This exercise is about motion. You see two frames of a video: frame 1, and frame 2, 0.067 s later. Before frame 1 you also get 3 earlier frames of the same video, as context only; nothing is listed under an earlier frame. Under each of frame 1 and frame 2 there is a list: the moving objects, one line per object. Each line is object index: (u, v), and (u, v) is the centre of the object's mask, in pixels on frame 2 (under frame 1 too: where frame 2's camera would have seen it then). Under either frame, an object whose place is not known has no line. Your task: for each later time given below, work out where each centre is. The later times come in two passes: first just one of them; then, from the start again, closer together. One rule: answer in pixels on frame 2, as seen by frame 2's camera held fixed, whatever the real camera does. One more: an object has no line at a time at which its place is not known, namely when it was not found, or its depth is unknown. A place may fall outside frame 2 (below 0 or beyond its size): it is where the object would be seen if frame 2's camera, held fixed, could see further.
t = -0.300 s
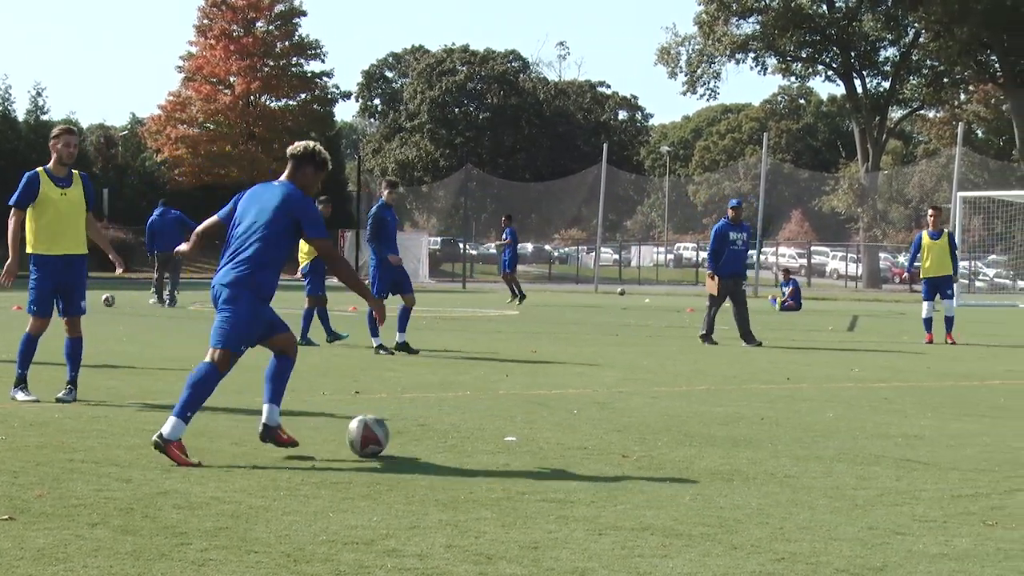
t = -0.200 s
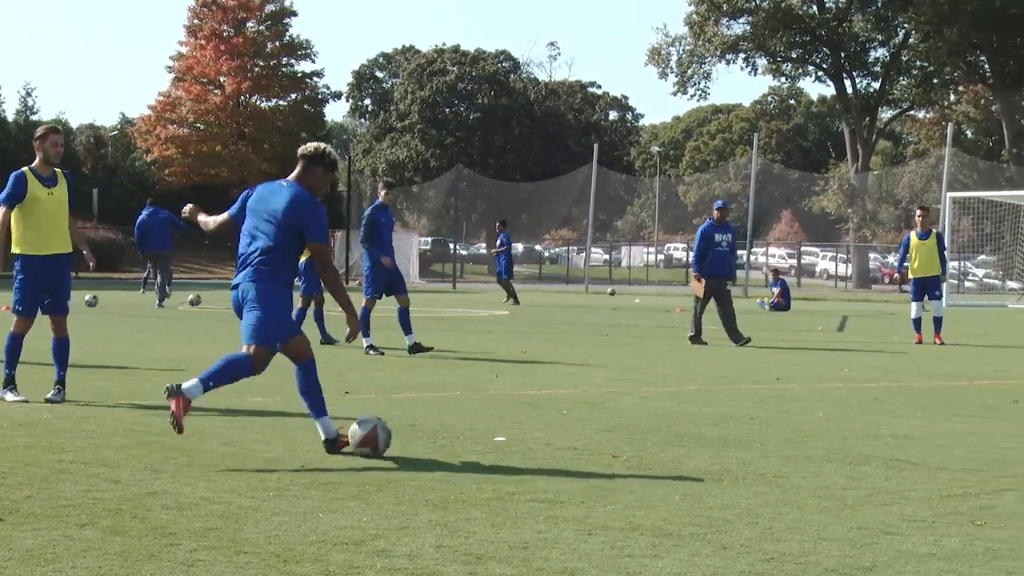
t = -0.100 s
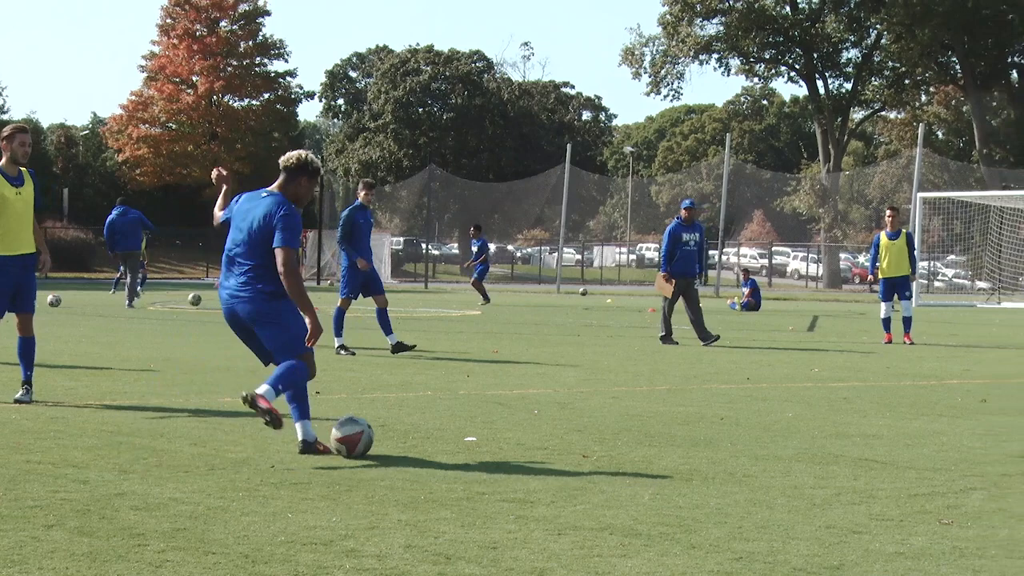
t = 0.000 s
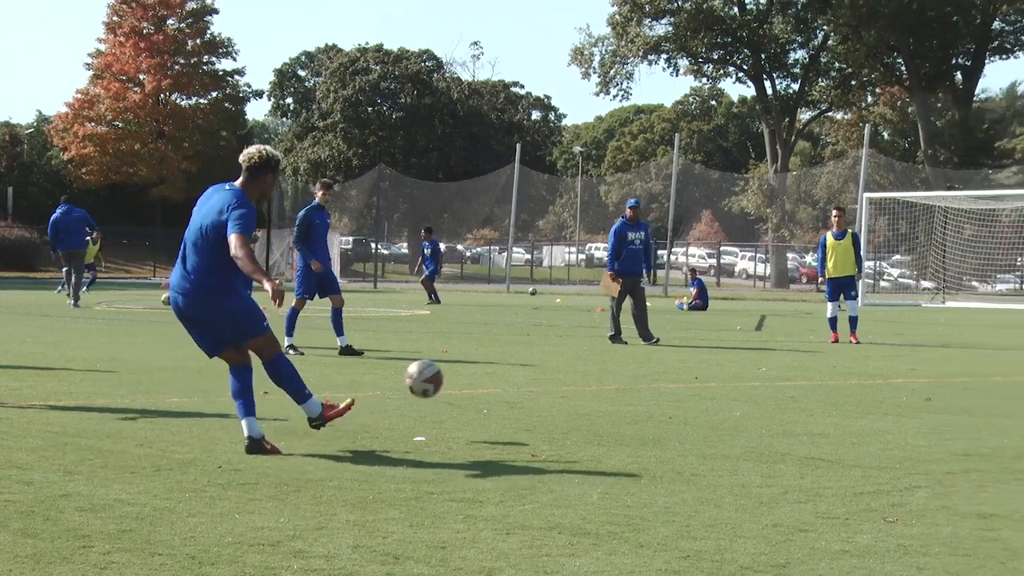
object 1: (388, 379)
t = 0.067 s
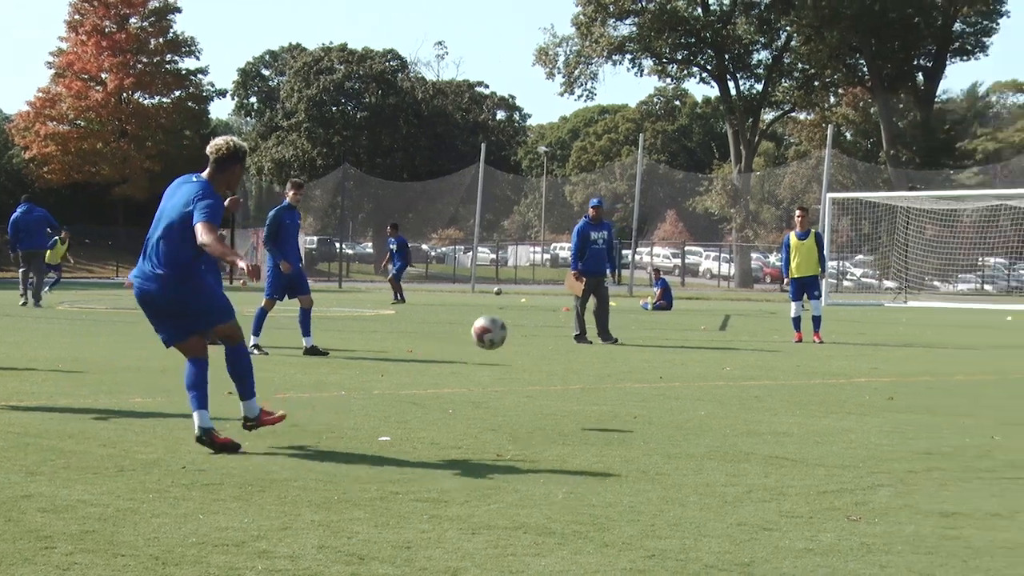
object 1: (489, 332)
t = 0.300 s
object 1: (693, 276)
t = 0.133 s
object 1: (566, 302)
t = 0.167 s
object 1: (597, 292)
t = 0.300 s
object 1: (693, 276)
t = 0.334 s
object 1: (710, 276)
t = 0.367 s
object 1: (725, 277)
